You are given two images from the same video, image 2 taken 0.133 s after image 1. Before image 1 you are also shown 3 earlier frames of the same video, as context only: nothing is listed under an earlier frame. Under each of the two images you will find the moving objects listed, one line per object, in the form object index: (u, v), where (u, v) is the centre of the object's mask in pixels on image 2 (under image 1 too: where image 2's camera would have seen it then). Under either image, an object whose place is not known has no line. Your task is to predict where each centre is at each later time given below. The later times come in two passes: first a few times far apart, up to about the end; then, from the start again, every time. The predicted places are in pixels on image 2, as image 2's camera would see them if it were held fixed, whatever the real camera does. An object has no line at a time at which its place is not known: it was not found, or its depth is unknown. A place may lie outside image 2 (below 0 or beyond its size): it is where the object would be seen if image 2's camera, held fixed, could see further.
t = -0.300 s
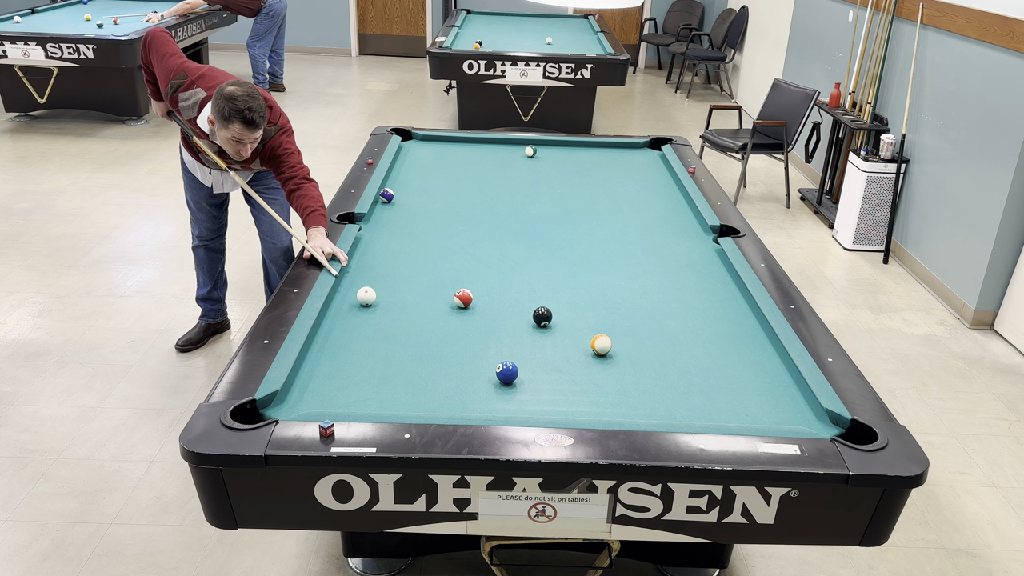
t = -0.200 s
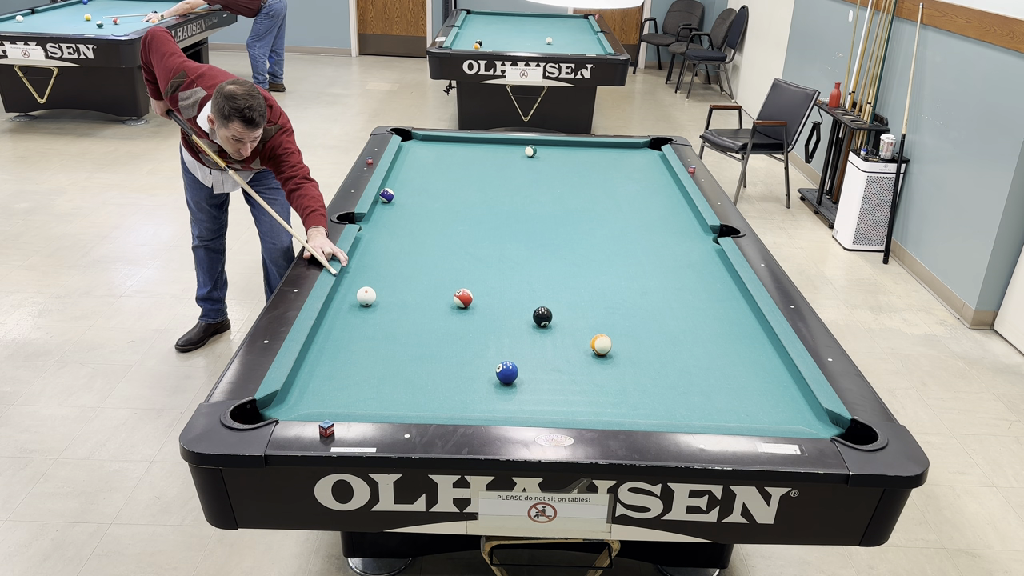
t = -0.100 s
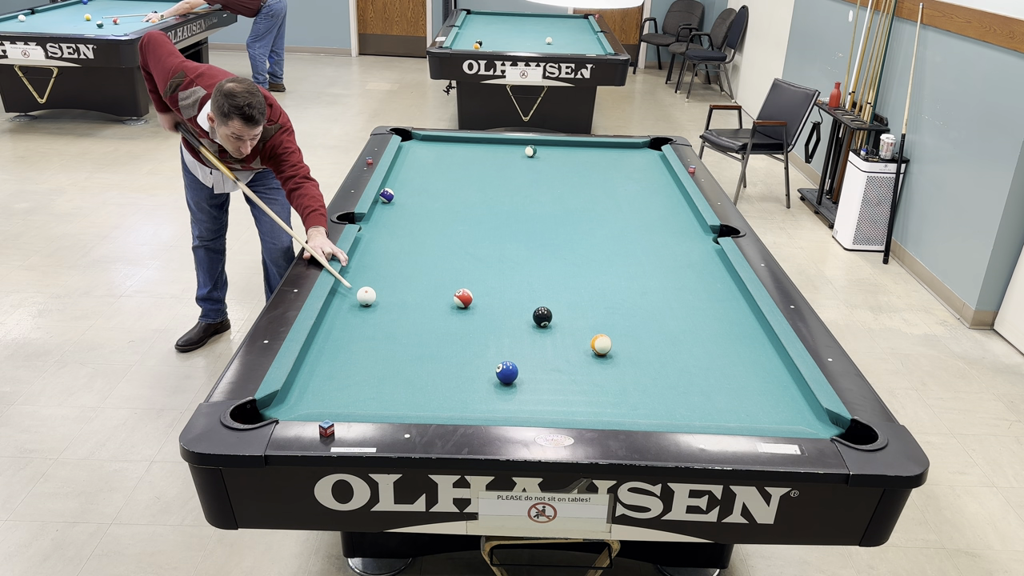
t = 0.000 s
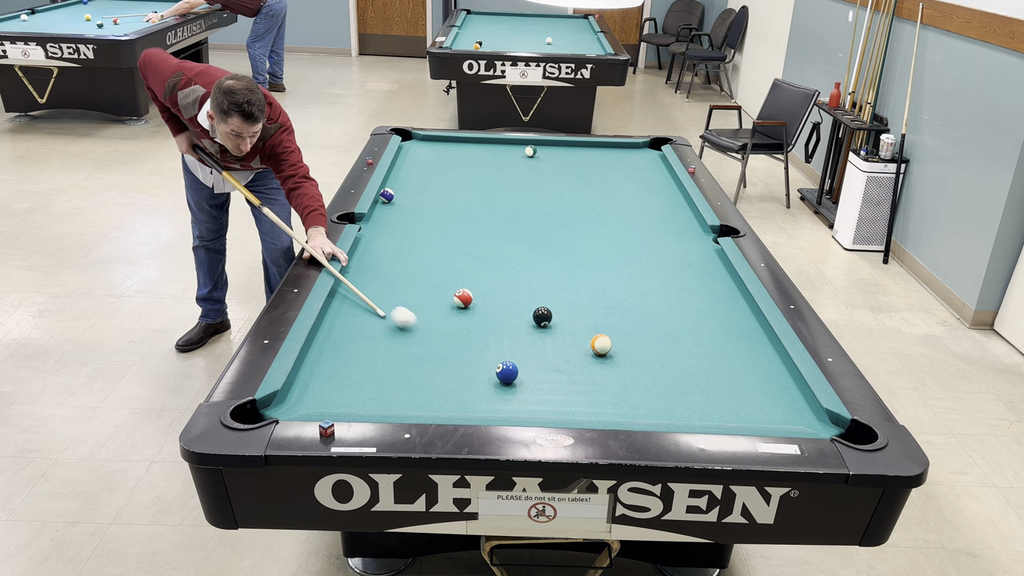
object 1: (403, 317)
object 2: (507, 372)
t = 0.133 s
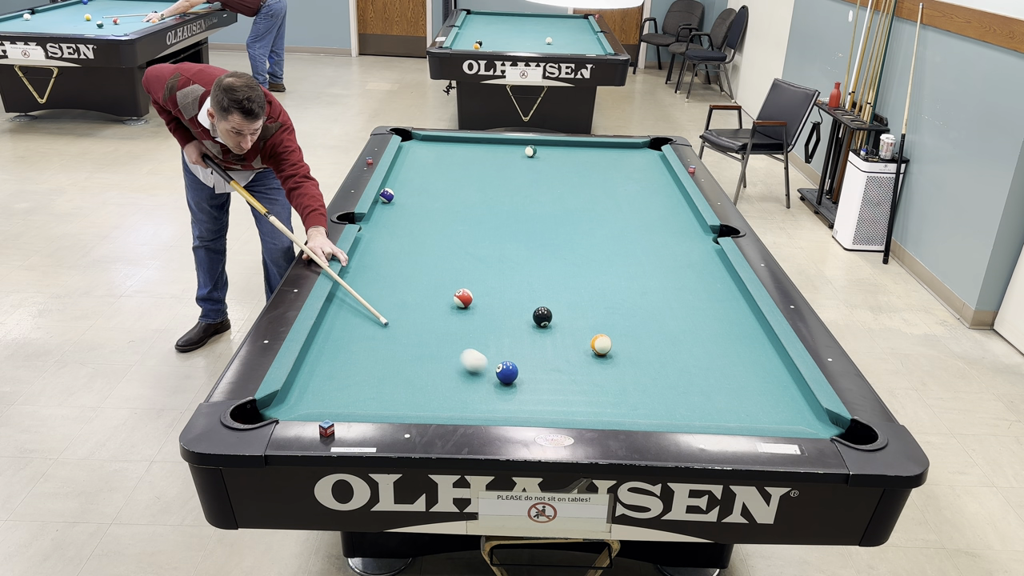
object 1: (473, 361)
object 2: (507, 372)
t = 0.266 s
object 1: (471, 390)
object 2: (575, 384)
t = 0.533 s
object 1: (430, 399)
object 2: (716, 409)
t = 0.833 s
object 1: (382, 377)
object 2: (842, 436)
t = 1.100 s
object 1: (346, 360)
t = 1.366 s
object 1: (315, 344)
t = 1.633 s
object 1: (341, 333)
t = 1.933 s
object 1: (367, 321)
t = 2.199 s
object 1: (387, 313)
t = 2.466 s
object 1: (405, 305)
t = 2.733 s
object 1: (420, 298)
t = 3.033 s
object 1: (436, 291)
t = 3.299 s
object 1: (447, 286)
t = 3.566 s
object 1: (458, 281)
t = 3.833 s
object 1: (467, 278)
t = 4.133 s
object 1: (476, 274)
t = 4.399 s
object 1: (482, 272)
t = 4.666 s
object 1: (487, 270)
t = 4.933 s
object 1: (490, 268)
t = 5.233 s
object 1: (493, 267)
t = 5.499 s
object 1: (495, 267)
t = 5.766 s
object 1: (495, 267)
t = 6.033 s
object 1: (495, 267)
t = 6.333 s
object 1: (495, 267)
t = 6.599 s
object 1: (495, 267)
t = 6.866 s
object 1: (495, 267)
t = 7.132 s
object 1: (495, 267)
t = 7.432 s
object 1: (495, 267)
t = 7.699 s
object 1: (495, 267)
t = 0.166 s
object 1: (484, 371)
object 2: (513, 373)
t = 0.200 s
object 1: (480, 378)
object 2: (534, 377)
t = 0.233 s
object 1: (475, 384)
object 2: (556, 381)
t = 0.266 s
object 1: (471, 390)
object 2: (575, 384)
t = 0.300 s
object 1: (466, 396)
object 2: (592, 387)
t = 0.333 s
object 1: (462, 400)
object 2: (610, 390)
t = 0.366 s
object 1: (458, 404)
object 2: (626, 393)
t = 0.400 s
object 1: (453, 407)
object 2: (645, 397)
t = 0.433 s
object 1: (447, 405)
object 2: (662, 400)
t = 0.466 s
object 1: (441, 403)
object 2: (680, 403)
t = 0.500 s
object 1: (435, 401)
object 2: (697, 406)
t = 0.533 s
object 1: (430, 399)
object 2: (716, 409)
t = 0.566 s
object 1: (424, 396)
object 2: (734, 412)
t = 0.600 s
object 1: (419, 394)
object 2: (752, 414)
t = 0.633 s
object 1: (413, 391)
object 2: (770, 417)
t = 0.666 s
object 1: (408, 389)
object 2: (788, 419)
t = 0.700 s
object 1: (403, 386)
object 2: (807, 420)
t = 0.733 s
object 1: (397, 384)
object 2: (822, 422)
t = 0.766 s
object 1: (392, 382)
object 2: (837, 424)
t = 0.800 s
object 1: (387, 379)
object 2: (840, 429)
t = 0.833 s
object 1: (382, 377)
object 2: (842, 436)
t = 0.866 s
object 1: (378, 375)
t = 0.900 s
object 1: (373, 372)
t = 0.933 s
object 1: (368, 370)
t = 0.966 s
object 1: (363, 368)
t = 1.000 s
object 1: (359, 366)
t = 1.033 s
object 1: (354, 364)
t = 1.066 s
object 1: (350, 362)
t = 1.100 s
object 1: (346, 360)
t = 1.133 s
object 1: (341, 358)
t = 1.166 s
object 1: (337, 355)
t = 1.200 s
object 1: (333, 353)
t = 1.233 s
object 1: (329, 351)
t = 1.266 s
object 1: (325, 350)
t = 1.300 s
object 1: (320, 348)
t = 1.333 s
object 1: (316, 346)
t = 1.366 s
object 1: (315, 344)
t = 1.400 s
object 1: (318, 342)
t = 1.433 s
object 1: (321, 341)
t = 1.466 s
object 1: (325, 339)
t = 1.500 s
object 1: (328, 338)
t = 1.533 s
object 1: (331, 337)
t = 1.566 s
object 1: (335, 335)
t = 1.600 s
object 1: (338, 334)
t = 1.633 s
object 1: (341, 333)
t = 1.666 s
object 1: (344, 331)
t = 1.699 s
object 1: (347, 330)
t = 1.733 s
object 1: (350, 329)
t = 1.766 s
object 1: (353, 327)
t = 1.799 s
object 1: (356, 326)
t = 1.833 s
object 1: (358, 325)
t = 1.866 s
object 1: (361, 324)
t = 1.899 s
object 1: (364, 323)
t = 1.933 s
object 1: (367, 321)
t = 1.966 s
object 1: (369, 320)
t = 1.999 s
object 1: (372, 319)
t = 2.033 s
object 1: (374, 318)
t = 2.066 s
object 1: (377, 317)
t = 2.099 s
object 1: (380, 316)
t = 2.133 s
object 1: (382, 315)
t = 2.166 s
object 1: (384, 314)
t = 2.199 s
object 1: (387, 313)
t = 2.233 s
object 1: (389, 312)
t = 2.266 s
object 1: (391, 311)
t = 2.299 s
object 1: (394, 310)
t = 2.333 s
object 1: (396, 309)
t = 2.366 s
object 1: (398, 308)
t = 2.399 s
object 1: (400, 307)
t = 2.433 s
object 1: (402, 306)
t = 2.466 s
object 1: (405, 305)
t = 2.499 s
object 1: (407, 304)
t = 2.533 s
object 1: (409, 303)
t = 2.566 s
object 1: (411, 302)
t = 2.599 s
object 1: (413, 301)
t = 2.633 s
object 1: (414, 300)
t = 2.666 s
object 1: (416, 300)
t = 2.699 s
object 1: (418, 299)
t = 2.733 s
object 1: (420, 298)
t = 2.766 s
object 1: (422, 297)
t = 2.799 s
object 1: (424, 296)
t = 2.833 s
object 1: (425, 296)
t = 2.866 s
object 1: (427, 295)
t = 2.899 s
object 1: (429, 294)
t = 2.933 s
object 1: (431, 293)
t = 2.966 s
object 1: (432, 293)
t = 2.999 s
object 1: (434, 292)
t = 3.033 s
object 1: (436, 291)
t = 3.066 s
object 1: (437, 291)
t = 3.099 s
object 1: (439, 290)
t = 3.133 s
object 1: (440, 289)
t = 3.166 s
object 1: (442, 288)
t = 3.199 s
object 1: (443, 288)
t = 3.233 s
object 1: (444, 287)
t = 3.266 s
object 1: (446, 287)
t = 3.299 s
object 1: (447, 286)
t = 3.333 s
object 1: (449, 285)
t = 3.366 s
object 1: (450, 285)
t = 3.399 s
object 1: (451, 284)
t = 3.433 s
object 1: (452, 283)
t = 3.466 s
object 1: (454, 283)
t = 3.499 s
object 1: (455, 282)
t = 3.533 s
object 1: (456, 281)
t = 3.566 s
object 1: (458, 281)
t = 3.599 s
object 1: (459, 280)
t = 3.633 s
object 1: (460, 280)
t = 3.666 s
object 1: (461, 280)
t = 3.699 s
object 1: (463, 279)
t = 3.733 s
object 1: (464, 279)
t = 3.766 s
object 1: (465, 279)
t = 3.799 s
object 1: (466, 278)
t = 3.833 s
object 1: (467, 278)
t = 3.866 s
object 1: (468, 277)
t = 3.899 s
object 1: (469, 277)
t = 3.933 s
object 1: (470, 277)
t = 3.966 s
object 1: (471, 276)
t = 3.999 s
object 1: (472, 276)
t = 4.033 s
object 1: (473, 275)
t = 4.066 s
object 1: (474, 275)
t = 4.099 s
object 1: (475, 275)
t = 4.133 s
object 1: (476, 274)
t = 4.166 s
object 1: (477, 274)
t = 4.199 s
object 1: (477, 274)
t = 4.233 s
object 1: (478, 273)
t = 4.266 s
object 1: (479, 273)
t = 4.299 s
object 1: (480, 273)
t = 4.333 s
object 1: (481, 272)
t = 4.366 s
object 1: (481, 272)
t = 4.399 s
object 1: (482, 272)
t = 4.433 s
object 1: (483, 272)
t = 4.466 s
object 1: (483, 271)
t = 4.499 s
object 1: (484, 271)
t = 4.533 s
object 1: (485, 271)
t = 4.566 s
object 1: (485, 271)
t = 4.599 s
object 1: (486, 270)
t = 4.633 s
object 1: (486, 270)
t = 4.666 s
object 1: (487, 270)
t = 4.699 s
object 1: (488, 270)
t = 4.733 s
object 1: (488, 270)
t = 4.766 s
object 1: (488, 269)
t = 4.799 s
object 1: (489, 269)
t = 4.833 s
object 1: (489, 269)
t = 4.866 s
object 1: (490, 269)
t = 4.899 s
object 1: (490, 269)
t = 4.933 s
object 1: (490, 268)
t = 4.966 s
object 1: (491, 268)
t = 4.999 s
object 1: (491, 268)
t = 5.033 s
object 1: (491, 268)
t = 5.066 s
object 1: (492, 268)
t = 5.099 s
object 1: (492, 268)
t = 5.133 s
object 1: (492, 268)
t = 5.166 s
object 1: (493, 268)
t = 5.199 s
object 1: (493, 268)
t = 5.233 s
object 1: (493, 267)
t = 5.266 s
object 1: (494, 267)
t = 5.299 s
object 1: (494, 267)
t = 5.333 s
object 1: (494, 267)
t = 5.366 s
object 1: (494, 267)
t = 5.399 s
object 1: (495, 267)
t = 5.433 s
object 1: (495, 267)
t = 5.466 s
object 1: (495, 267)
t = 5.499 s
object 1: (495, 267)
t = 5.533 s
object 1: (495, 267)
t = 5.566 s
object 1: (495, 267)
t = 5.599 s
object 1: (495, 267)
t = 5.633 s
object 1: (495, 267)
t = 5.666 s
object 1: (495, 267)
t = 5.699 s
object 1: (495, 267)
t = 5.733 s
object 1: (495, 267)
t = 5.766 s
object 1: (495, 267)
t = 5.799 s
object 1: (495, 267)
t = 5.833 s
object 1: (495, 267)
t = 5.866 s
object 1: (495, 267)
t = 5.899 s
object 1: (495, 267)
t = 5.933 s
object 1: (495, 267)
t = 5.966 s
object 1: (495, 267)
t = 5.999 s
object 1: (495, 267)
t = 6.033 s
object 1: (495, 267)
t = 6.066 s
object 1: (495, 267)
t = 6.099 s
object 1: (495, 267)
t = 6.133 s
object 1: (495, 267)
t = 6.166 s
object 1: (495, 267)
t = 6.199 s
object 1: (495, 267)
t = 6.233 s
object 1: (495, 267)
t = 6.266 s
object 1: (495, 267)
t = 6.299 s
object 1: (495, 267)
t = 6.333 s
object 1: (495, 267)
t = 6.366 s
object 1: (495, 267)
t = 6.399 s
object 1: (495, 267)
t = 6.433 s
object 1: (495, 267)
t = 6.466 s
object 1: (495, 267)
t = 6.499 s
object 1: (495, 267)
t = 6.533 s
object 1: (495, 267)
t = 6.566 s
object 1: (495, 267)
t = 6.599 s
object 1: (495, 267)
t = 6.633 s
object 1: (495, 267)
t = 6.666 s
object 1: (495, 267)
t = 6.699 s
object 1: (495, 267)
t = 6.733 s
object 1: (495, 267)
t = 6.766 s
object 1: (495, 267)
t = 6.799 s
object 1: (495, 267)
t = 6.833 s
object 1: (495, 267)
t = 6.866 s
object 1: (495, 267)
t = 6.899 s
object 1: (495, 267)
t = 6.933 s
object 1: (495, 267)
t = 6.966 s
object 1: (495, 267)
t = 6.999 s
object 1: (495, 267)
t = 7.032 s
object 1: (495, 267)
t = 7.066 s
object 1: (495, 267)
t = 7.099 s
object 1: (495, 267)
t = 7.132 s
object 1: (495, 267)
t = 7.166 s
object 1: (495, 267)
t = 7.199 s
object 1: (495, 267)
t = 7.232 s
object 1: (495, 267)
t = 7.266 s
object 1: (495, 267)
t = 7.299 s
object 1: (495, 267)
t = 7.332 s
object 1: (495, 267)
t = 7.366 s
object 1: (495, 267)
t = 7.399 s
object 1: (495, 267)
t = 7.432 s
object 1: (495, 267)
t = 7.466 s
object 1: (495, 267)
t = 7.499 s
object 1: (495, 267)
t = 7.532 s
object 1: (495, 267)
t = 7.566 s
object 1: (495, 267)
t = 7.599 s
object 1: (495, 267)
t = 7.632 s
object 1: (495, 267)
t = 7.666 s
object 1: (495, 267)
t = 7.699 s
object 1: (495, 267)
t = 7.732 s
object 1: (495, 267)
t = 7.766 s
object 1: (495, 267)
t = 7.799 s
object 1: (495, 267)
